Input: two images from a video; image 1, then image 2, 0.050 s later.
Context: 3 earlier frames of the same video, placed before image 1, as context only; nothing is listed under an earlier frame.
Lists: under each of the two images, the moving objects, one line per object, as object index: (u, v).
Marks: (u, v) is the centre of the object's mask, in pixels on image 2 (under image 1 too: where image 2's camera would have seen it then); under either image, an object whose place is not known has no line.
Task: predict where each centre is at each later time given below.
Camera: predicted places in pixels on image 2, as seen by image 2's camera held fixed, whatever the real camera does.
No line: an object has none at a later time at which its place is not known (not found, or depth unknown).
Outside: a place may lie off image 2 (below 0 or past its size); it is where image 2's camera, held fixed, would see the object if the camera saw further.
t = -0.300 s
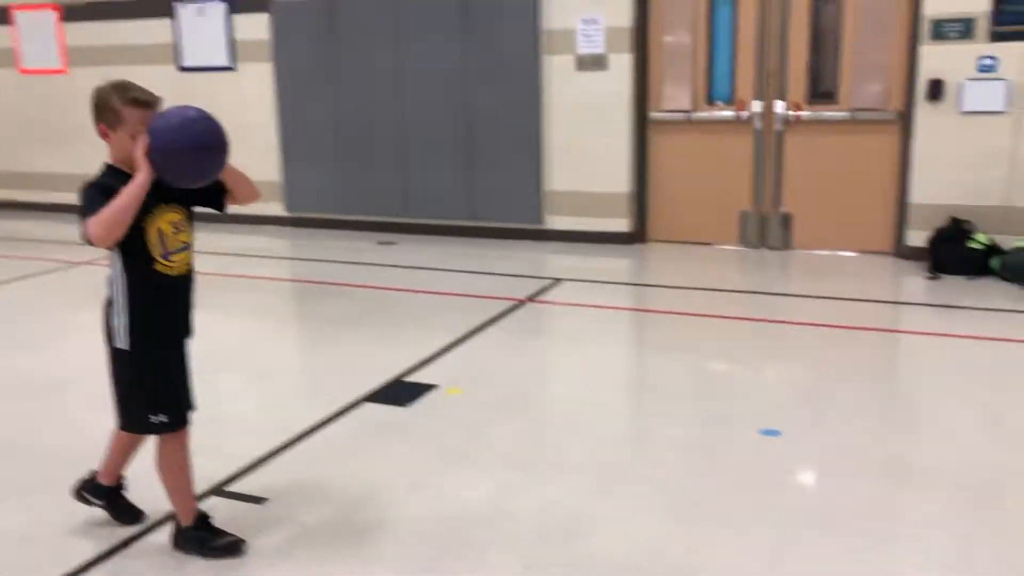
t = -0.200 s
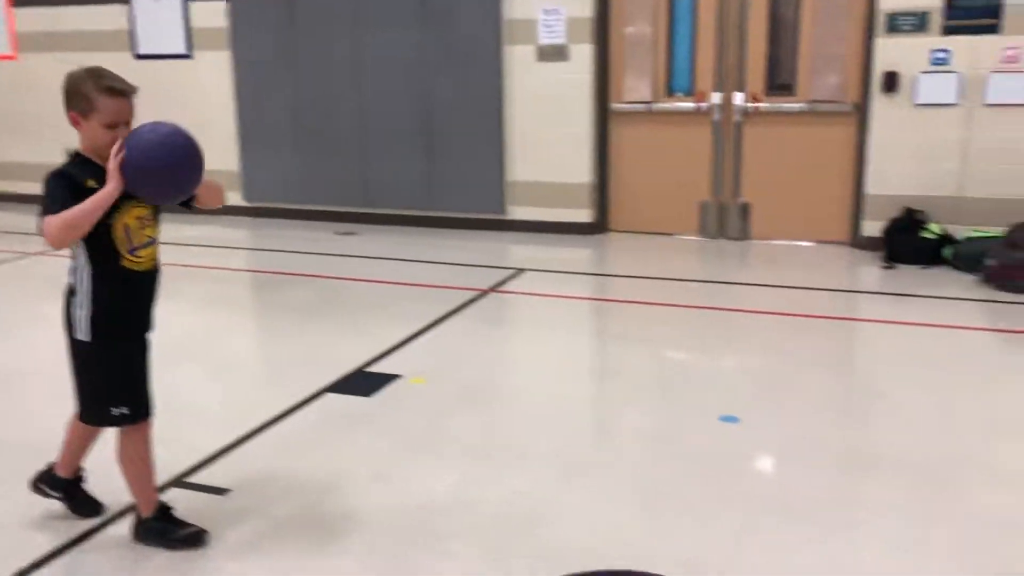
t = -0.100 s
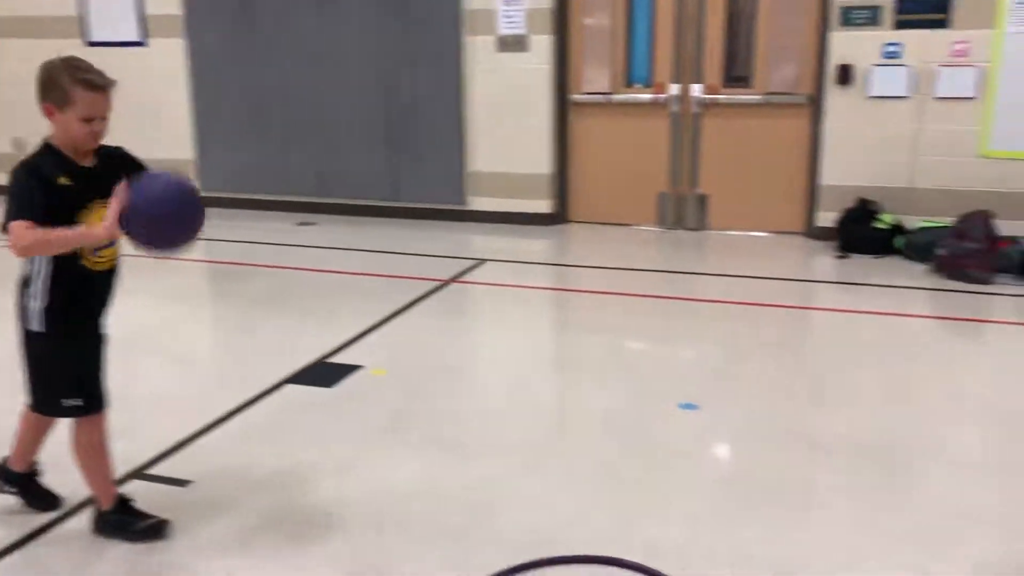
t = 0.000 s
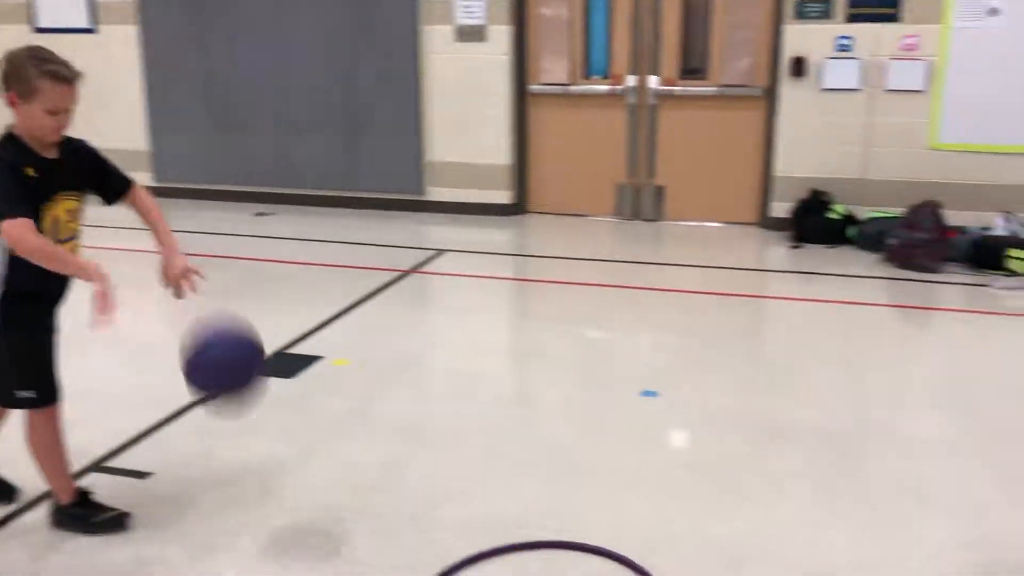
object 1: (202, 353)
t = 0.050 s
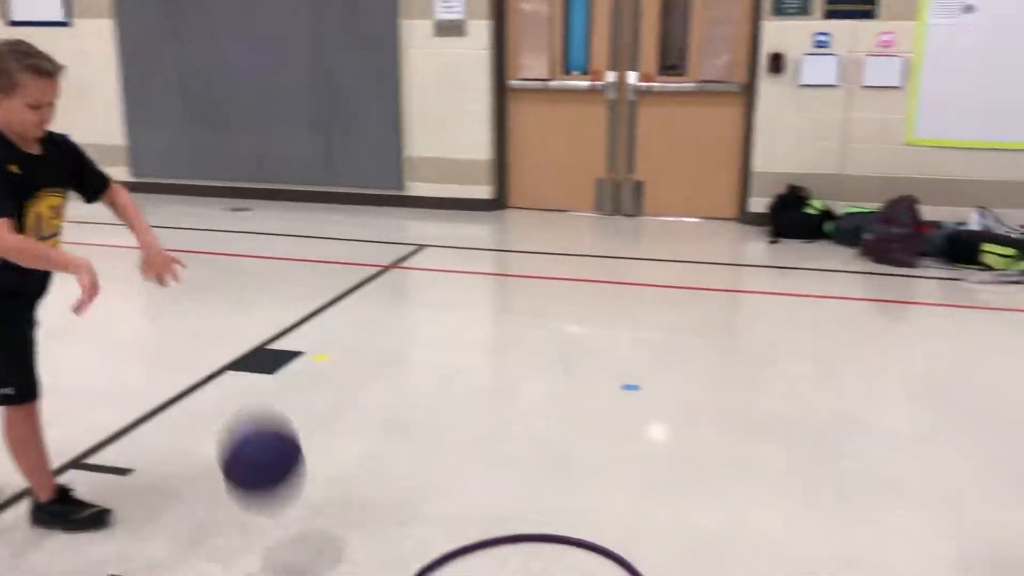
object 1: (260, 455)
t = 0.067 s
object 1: (278, 489)
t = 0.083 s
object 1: (298, 531)
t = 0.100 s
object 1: (308, 517)
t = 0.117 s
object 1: (315, 490)
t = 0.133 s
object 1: (323, 466)
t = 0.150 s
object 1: (331, 442)
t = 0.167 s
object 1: (340, 418)
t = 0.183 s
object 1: (348, 395)
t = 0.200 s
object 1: (357, 371)
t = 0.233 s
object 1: (375, 329)
